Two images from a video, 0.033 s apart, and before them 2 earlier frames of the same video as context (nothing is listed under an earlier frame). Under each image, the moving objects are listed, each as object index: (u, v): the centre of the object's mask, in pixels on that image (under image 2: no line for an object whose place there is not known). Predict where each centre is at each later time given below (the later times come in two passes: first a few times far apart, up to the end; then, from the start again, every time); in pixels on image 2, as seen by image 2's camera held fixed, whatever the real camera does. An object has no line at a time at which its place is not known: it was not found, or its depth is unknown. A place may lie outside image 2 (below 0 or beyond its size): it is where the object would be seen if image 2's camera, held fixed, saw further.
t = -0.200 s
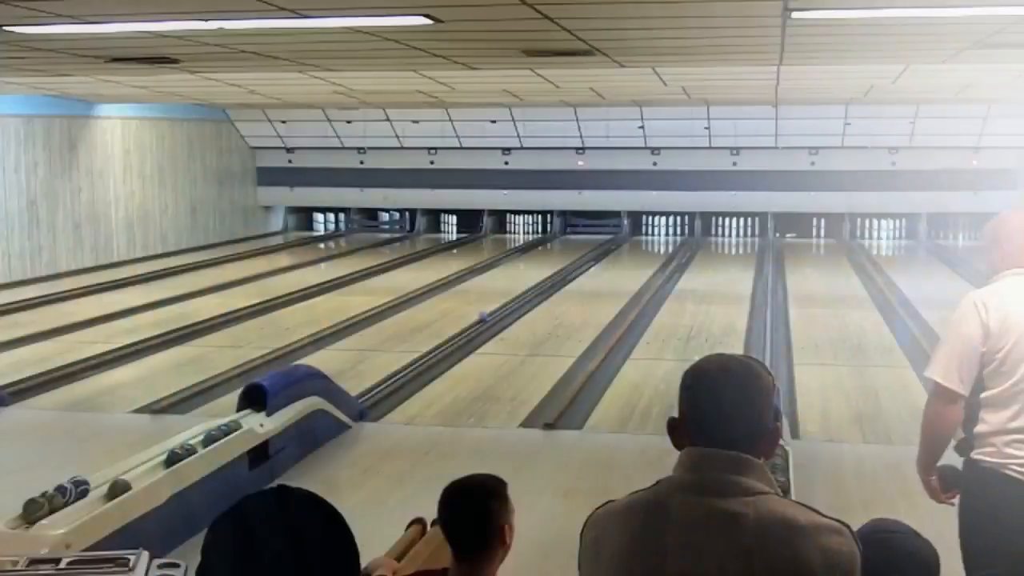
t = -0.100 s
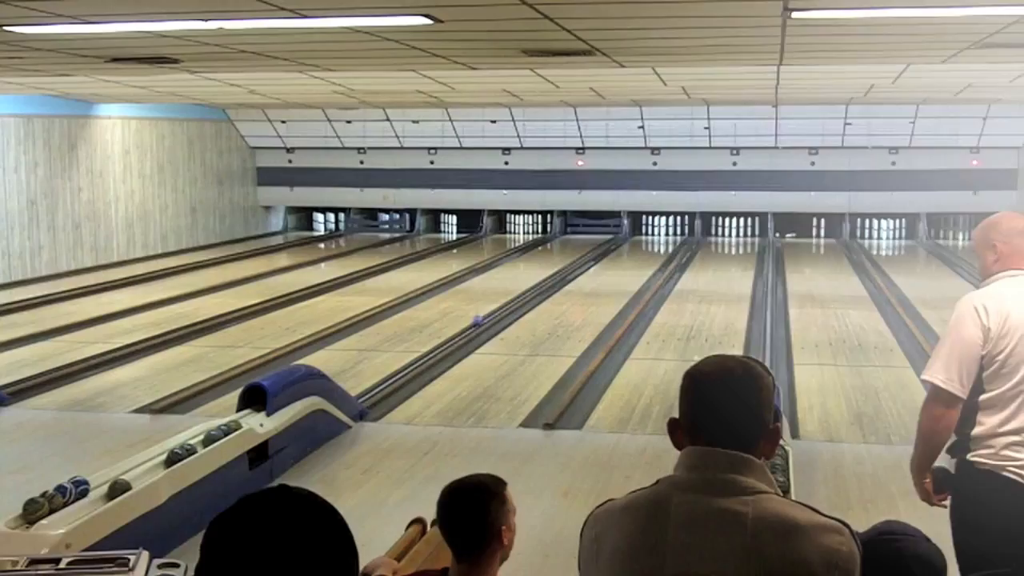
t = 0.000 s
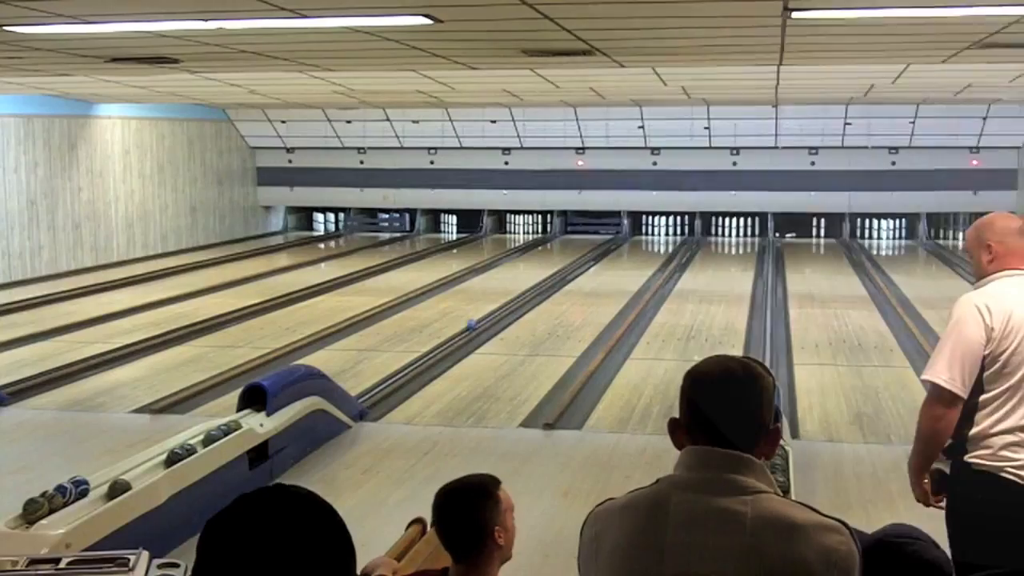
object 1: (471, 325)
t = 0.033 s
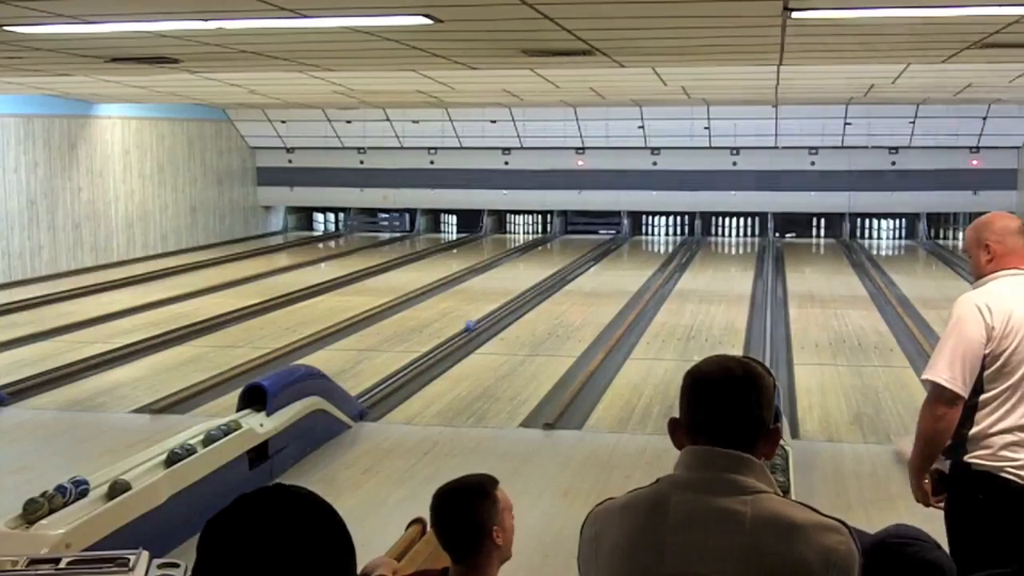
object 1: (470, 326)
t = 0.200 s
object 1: (458, 332)
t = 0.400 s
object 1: (442, 342)
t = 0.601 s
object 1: (427, 351)
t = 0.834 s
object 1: (407, 364)
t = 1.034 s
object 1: (387, 376)
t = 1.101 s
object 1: (380, 380)
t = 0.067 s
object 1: (466, 327)
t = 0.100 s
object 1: (465, 329)
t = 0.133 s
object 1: (463, 330)
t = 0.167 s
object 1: (460, 331)
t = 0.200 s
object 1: (458, 332)
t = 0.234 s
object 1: (456, 334)
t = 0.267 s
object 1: (453, 335)
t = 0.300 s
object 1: (450, 338)
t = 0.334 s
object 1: (448, 338)
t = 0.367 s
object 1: (446, 339)
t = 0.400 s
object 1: (442, 342)
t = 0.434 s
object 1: (440, 343)
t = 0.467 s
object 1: (439, 344)
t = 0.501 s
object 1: (435, 346)
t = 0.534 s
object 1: (433, 348)
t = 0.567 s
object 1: (430, 350)
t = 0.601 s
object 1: (427, 351)
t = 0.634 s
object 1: (424, 353)
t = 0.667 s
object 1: (422, 355)
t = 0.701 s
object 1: (418, 357)
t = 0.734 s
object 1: (416, 358)
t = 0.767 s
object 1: (413, 360)
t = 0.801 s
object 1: (410, 362)
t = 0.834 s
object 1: (407, 364)
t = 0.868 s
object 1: (404, 365)
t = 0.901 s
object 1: (401, 368)
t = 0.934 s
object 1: (397, 370)
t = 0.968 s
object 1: (394, 372)
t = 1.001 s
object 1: (390, 374)
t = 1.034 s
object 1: (387, 376)
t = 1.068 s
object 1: (384, 378)
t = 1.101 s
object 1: (380, 380)
